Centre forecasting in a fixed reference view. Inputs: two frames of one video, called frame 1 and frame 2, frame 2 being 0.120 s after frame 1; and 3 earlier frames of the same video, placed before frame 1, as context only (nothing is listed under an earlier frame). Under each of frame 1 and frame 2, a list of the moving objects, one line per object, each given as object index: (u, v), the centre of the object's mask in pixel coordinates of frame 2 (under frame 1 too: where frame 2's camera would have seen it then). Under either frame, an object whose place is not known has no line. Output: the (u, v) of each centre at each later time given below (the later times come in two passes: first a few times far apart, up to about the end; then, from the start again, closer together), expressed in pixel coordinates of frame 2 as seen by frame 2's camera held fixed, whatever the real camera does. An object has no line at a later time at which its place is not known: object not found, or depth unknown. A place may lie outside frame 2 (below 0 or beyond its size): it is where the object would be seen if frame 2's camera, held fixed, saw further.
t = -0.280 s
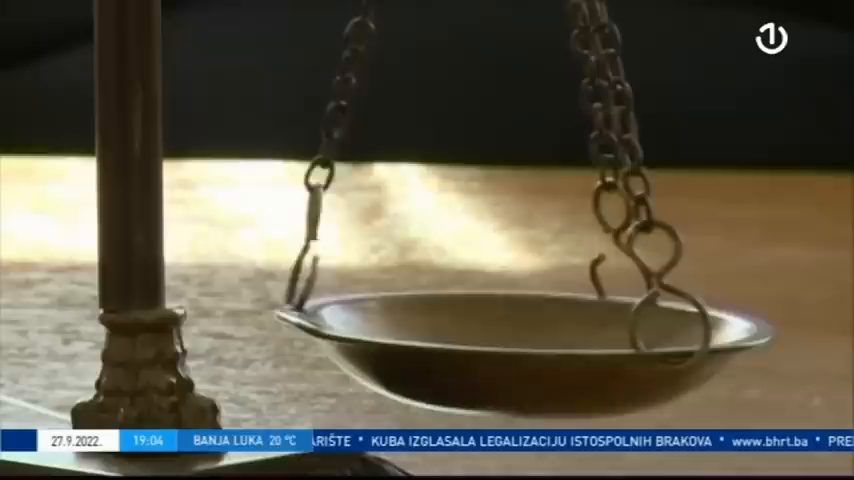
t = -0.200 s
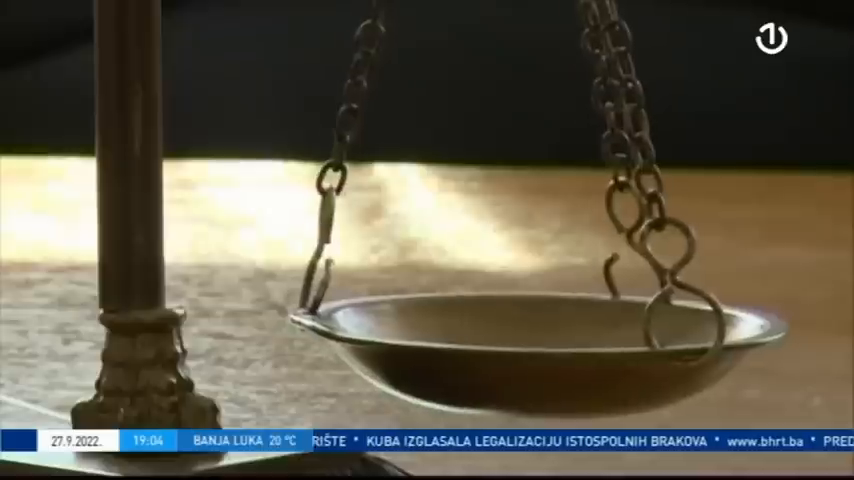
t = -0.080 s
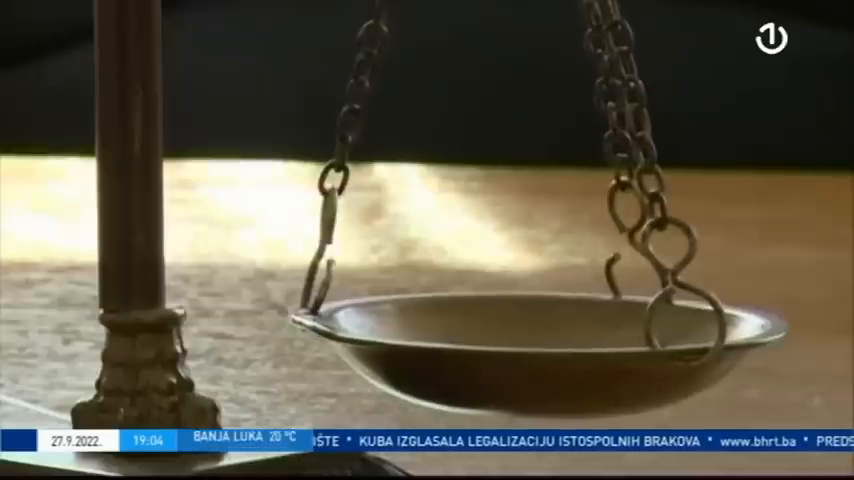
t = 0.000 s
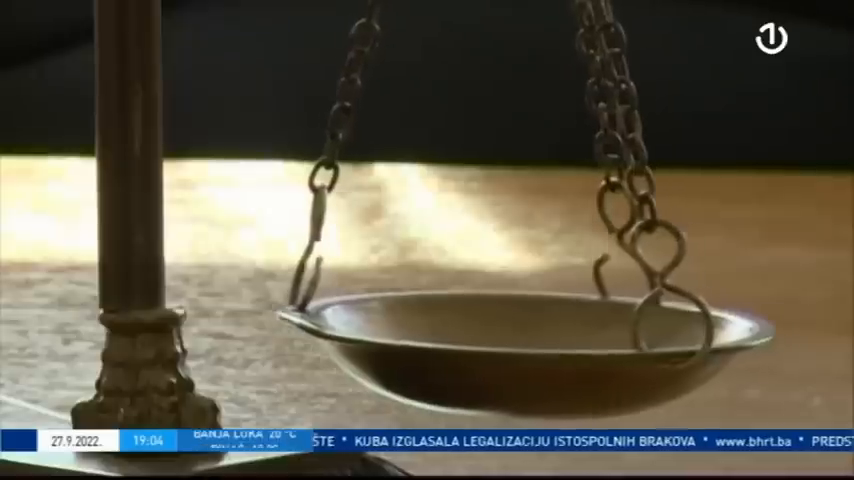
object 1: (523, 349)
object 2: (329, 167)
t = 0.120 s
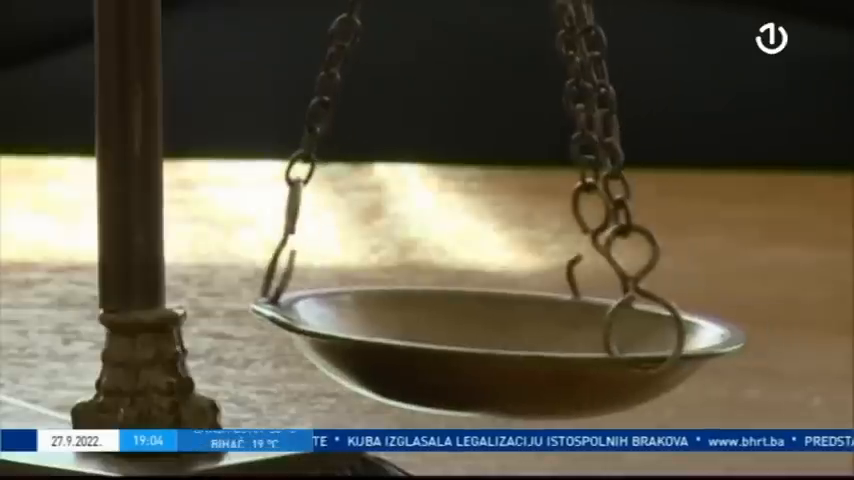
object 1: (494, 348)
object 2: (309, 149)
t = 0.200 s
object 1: (479, 348)
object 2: (296, 147)
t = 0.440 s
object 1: (496, 349)
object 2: (308, 147)
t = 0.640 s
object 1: (537, 350)
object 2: (342, 157)
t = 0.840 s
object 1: (520, 349)
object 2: (331, 152)
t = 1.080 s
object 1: (475, 347)
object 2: (292, 147)
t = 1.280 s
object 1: (499, 349)
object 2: (312, 145)
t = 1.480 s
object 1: (538, 350)
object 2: (344, 154)
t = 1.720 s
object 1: (507, 349)
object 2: (320, 149)
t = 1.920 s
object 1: (475, 348)
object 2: (291, 147)
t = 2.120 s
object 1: (503, 349)
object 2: (314, 149)
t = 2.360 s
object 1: (538, 350)
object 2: (344, 157)
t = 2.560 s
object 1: (503, 349)
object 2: (317, 150)
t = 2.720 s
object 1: (476, 348)
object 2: (293, 146)
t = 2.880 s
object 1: (489, 349)
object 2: (302, 148)
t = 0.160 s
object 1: (486, 348)
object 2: (302, 148)
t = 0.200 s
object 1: (479, 348)
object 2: (296, 147)
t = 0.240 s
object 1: (475, 348)
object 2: (292, 147)
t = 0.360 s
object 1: (480, 348)
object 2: (295, 148)
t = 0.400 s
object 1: (487, 348)
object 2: (301, 147)
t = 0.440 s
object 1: (496, 349)
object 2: (308, 147)
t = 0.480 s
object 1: (506, 349)
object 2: (316, 150)
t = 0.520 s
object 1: (516, 349)
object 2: (324, 152)
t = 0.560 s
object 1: (524, 349)
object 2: (332, 150)
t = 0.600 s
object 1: (532, 350)
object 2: (338, 152)
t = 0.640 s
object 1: (537, 350)
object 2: (342, 157)
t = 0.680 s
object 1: (539, 350)
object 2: (344, 158)
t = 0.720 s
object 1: (538, 350)
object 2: (344, 158)
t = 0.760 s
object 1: (534, 350)
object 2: (341, 156)
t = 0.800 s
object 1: (527, 350)
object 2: (336, 155)
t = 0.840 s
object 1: (520, 349)
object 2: (331, 152)
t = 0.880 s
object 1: (511, 349)
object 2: (323, 152)
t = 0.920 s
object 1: (501, 349)
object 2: (314, 152)
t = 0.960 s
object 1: (491, 349)
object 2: (307, 149)
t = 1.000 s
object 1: (483, 348)
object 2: (300, 148)
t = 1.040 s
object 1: (477, 348)
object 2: (295, 145)
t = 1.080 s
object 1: (475, 347)
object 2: (292, 147)
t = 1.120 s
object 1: (475, 347)
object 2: (292, 146)
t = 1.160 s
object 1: (477, 348)
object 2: (293, 147)
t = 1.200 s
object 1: (483, 348)
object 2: (297, 148)
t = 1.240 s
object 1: (491, 348)
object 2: (304, 146)
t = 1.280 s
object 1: (499, 349)
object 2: (312, 145)
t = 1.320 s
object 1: (509, 349)
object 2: (319, 151)
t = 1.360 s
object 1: (519, 349)
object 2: (327, 153)
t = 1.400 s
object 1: (528, 349)
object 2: (334, 151)
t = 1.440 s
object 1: (534, 350)
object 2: (339, 155)
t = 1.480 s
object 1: (538, 350)
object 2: (344, 154)
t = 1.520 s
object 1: (539, 350)
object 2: (344, 157)
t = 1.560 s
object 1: (537, 350)
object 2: (343, 157)
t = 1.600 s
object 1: (532, 350)
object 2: (341, 150)
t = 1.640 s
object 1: (525, 349)
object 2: (335, 150)
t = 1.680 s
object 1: (517, 349)
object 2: (329, 147)
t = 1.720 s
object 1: (507, 349)
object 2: (320, 149)
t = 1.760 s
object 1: (497, 349)
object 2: (311, 150)
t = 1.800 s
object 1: (488, 348)
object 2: (304, 147)
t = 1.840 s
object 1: (481, 348)
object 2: (298, 147)
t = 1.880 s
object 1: (476, 348)
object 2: (294, 147)
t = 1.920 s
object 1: (475, 348)
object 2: (291, 147)
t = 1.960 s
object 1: (475, 348)
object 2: (292, 147)
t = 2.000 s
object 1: (479, 348)
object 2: (295, 147)
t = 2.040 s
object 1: (486, 348)
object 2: (299, 149)
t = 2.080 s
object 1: (494, 349)
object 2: (307, 147)
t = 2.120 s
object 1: (503, 349)
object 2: (314, 149)
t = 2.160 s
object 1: (513, 349)
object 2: (322, 151)
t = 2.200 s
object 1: (522, 350)
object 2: (329, 153)
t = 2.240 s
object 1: (530, 350)
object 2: (336, 155)
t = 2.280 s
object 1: (535, 350)
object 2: (341, 155)
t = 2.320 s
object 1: (539, 350)
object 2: (344, 157)
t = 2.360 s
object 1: (538, 350)
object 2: (344, 157)
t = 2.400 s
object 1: (535, 350)
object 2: (342, 156)
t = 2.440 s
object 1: (530, 350)
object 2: (338, 155)
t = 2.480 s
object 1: (522, 349)
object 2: (332, 153)
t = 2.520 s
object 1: (513, 349)
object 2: (325, 152)
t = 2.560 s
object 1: (503, 349)
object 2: (317, 150)
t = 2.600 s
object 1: (494, 349)
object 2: (309, 148)
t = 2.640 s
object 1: (486, 348)
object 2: (303, 146)
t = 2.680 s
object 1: (480, 348)
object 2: (297, 146)
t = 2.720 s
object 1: (476, 348)
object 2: (293, 146)
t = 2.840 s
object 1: (482, 348)
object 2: (297, 146)
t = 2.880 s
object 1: (489, 349)
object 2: (302, 148)
